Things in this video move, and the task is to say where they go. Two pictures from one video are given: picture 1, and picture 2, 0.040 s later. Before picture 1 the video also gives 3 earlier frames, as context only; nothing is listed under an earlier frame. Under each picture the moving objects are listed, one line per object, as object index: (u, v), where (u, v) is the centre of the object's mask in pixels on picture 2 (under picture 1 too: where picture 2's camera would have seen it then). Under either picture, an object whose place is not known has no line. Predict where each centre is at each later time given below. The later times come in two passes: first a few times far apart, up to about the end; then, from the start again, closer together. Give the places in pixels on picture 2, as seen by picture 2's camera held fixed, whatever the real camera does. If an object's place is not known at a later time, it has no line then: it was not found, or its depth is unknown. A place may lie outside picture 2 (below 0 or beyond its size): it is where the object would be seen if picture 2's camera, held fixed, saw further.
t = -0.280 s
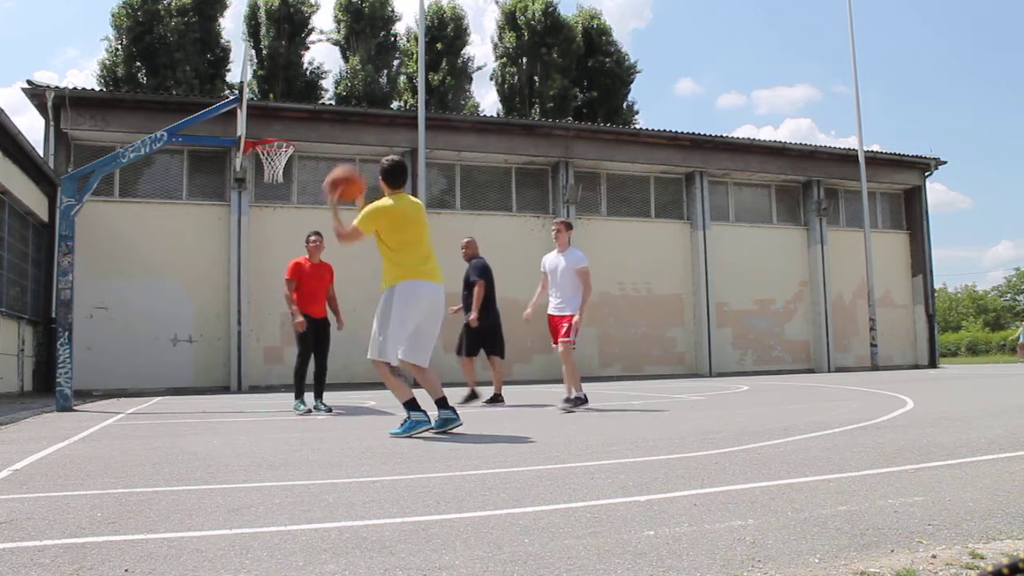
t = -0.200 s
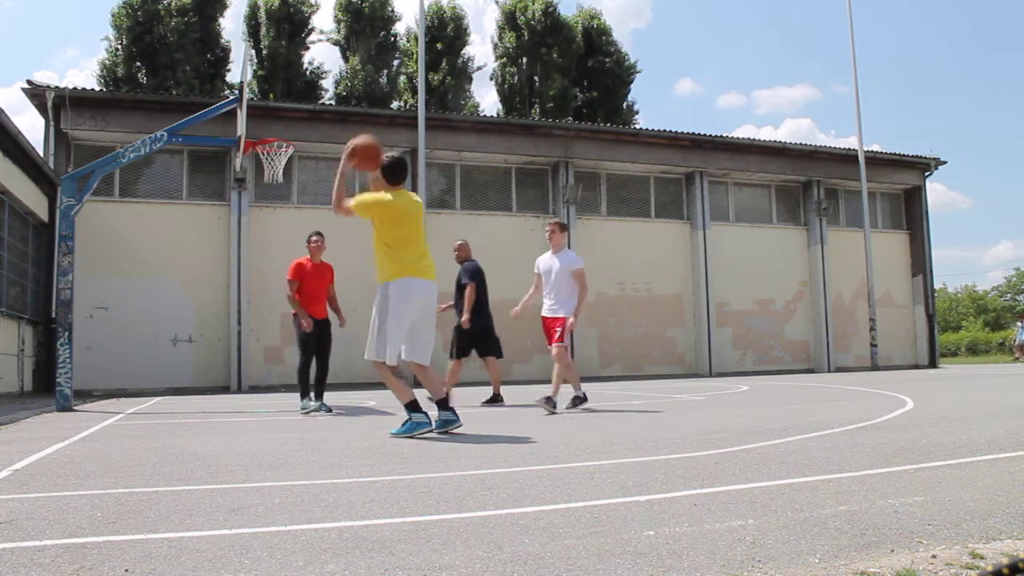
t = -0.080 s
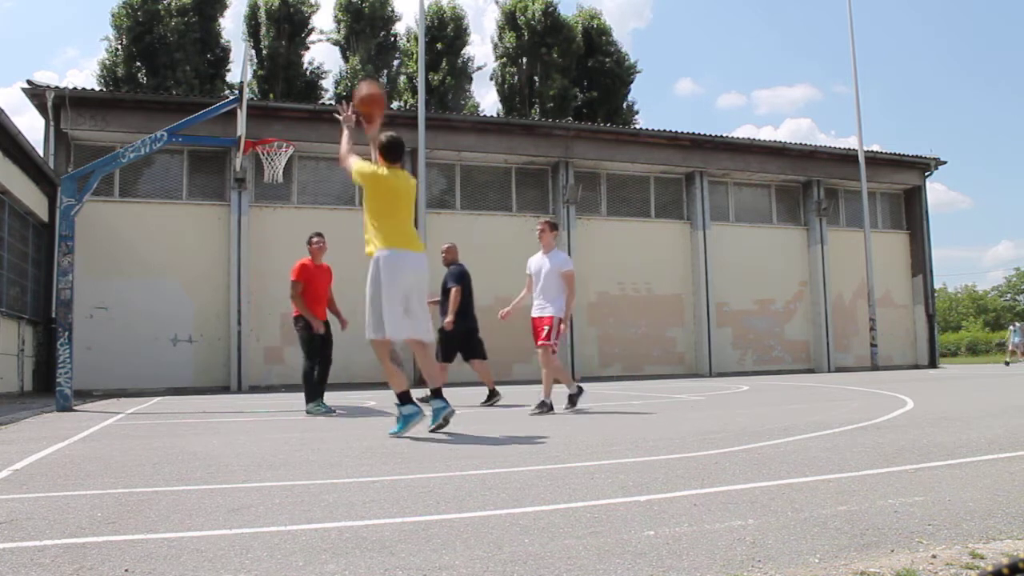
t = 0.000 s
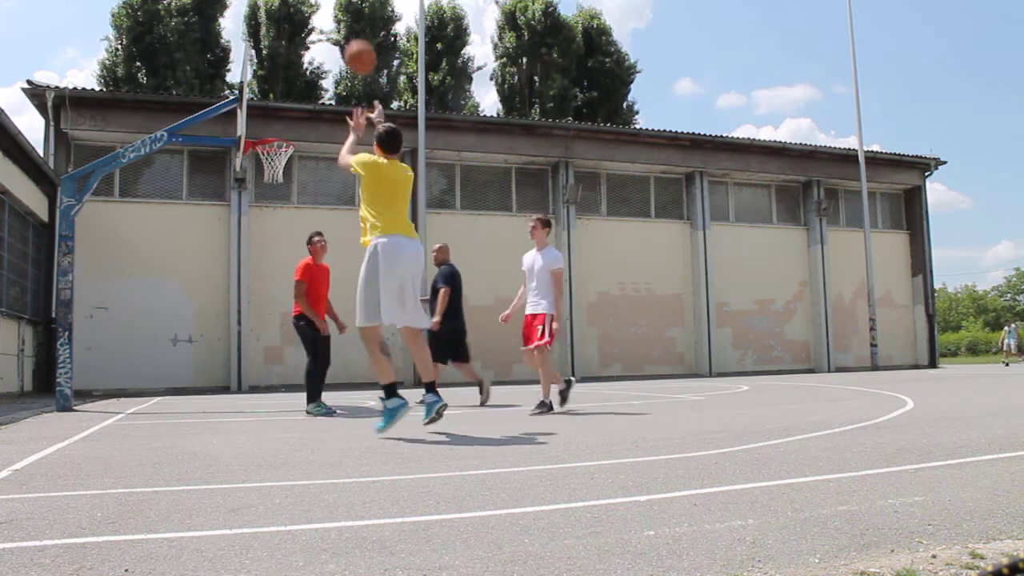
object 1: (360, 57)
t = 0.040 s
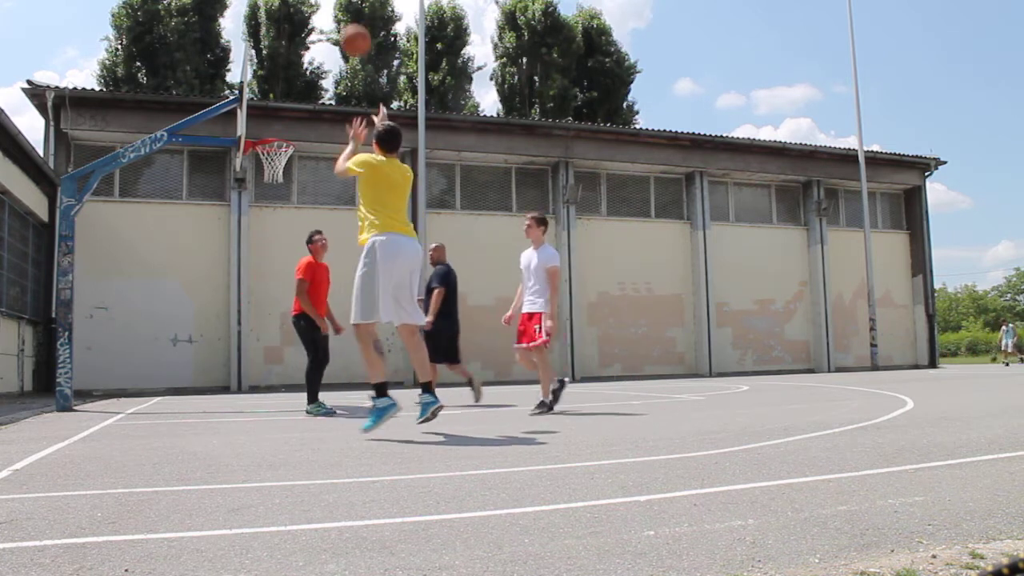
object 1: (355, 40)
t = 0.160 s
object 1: (343, 9)
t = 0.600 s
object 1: (305, 15)
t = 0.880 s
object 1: (288, 95)
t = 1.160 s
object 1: (279, 123)
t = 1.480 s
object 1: (272, 137)
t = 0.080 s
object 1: (351, 26)
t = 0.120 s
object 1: (347, 15)
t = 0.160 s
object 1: (343, 9)
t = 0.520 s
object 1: (311, 6)
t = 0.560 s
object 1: (308, 9)
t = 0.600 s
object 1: (305, 15)
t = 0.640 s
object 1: (303, 24)
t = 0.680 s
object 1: (299, 34)
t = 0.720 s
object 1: (297, 43)
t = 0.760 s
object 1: (294, 56)
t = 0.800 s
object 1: (292, 69)
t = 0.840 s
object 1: (290, 82)
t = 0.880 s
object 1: (288, 95)
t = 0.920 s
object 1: (285, 112)
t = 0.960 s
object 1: (283, 127)
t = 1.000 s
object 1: (282, 136)
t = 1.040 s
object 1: (282, 132)
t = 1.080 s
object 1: (281, 129)
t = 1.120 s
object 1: (280, 125)
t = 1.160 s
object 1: (279, 123)
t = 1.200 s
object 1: (279, 122)
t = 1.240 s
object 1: (278, 122)
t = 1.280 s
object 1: (277, 123)
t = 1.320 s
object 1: (276, 125)
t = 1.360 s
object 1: (275, 128)
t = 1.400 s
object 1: (274, 131)
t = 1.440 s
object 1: (273, 134)
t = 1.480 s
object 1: (272, 137)
